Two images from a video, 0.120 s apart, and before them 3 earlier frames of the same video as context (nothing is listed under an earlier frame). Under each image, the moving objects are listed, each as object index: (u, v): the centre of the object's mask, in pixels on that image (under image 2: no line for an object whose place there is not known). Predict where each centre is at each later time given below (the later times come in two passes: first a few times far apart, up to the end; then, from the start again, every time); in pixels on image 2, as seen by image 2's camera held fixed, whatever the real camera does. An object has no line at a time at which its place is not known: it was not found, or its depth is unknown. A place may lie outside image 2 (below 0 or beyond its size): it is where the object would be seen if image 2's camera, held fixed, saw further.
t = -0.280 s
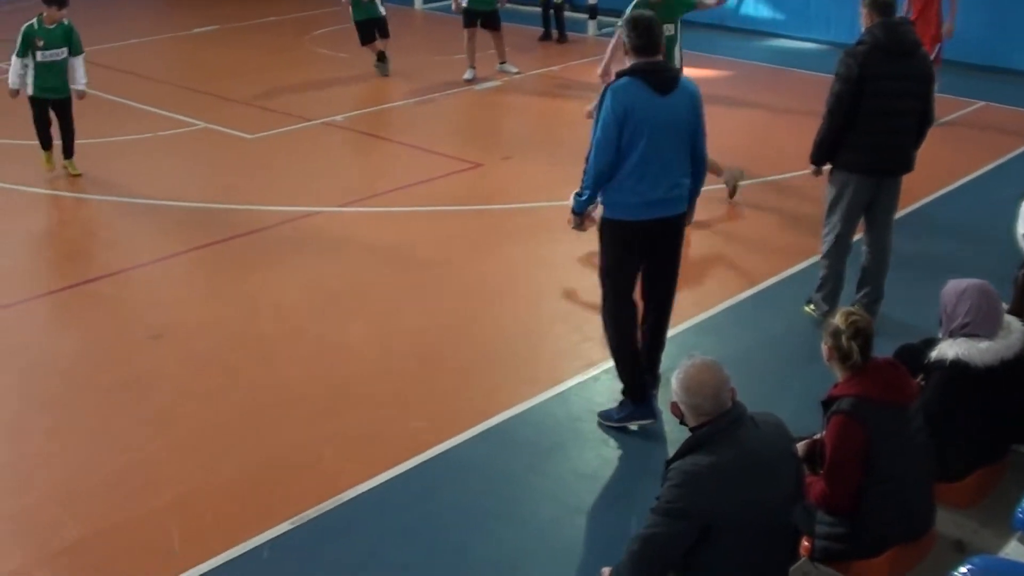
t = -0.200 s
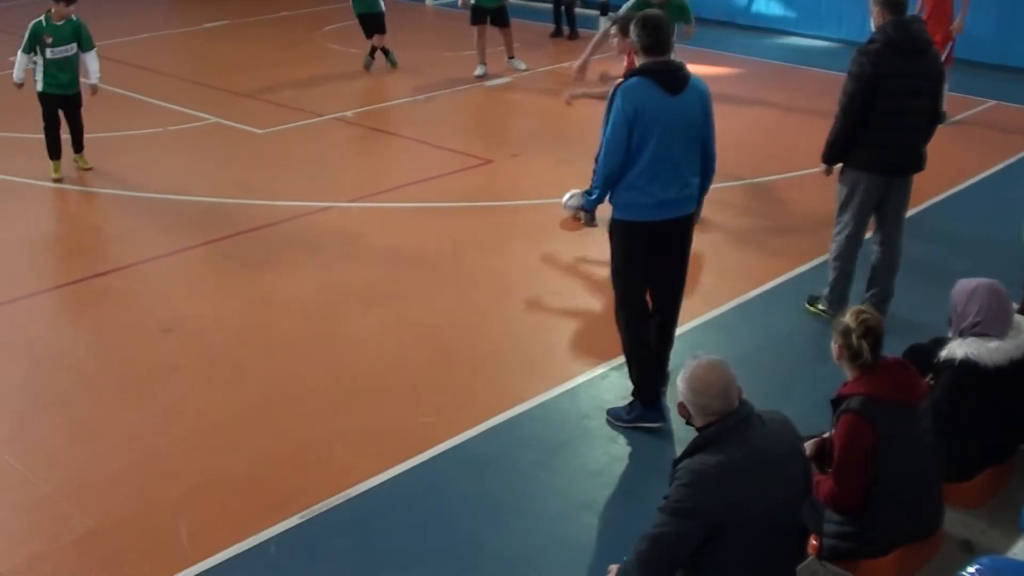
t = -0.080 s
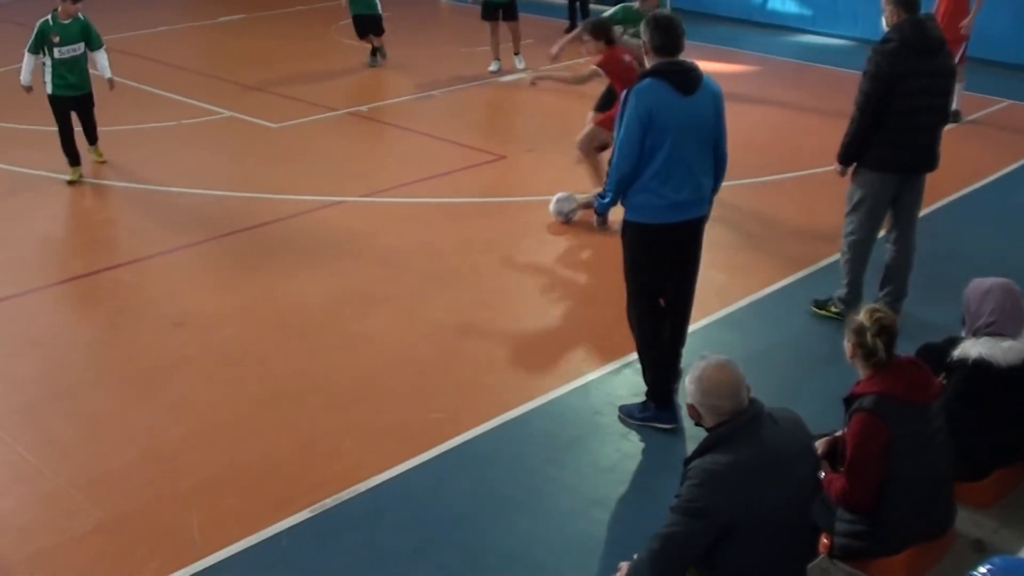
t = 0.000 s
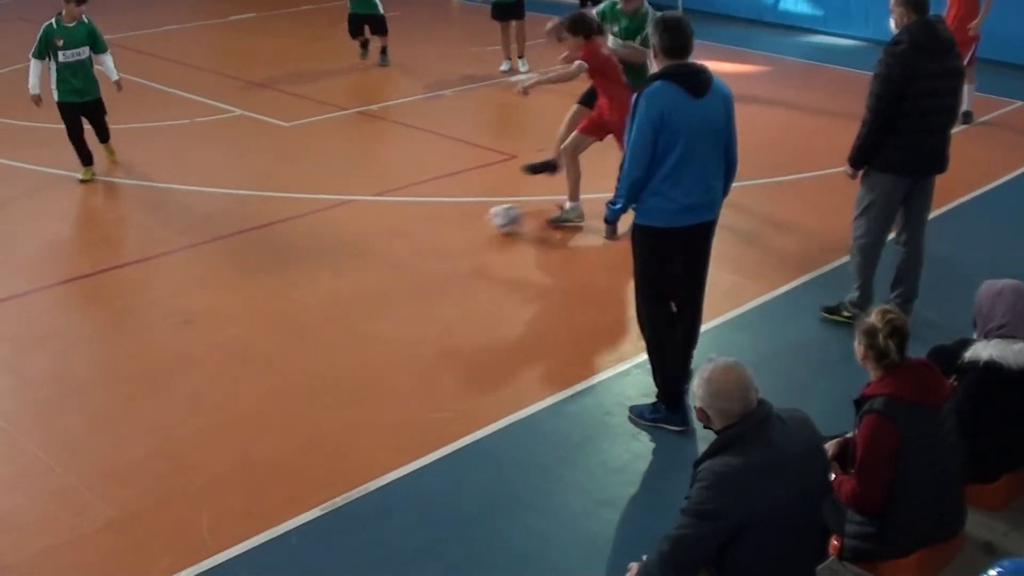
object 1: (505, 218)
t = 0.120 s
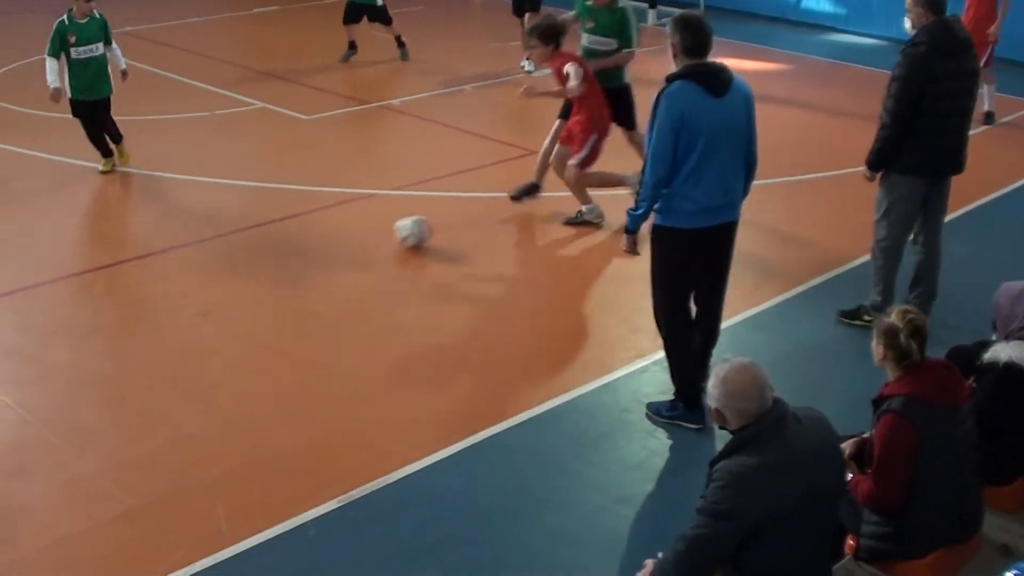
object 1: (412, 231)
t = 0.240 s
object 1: (304, 250)
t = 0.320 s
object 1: (232, 261)
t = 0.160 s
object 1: (375, 238)
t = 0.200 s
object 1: (340, 244)
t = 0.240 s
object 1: (304, 250)
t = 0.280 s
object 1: (268, 255)
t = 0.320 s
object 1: (232, 261)
